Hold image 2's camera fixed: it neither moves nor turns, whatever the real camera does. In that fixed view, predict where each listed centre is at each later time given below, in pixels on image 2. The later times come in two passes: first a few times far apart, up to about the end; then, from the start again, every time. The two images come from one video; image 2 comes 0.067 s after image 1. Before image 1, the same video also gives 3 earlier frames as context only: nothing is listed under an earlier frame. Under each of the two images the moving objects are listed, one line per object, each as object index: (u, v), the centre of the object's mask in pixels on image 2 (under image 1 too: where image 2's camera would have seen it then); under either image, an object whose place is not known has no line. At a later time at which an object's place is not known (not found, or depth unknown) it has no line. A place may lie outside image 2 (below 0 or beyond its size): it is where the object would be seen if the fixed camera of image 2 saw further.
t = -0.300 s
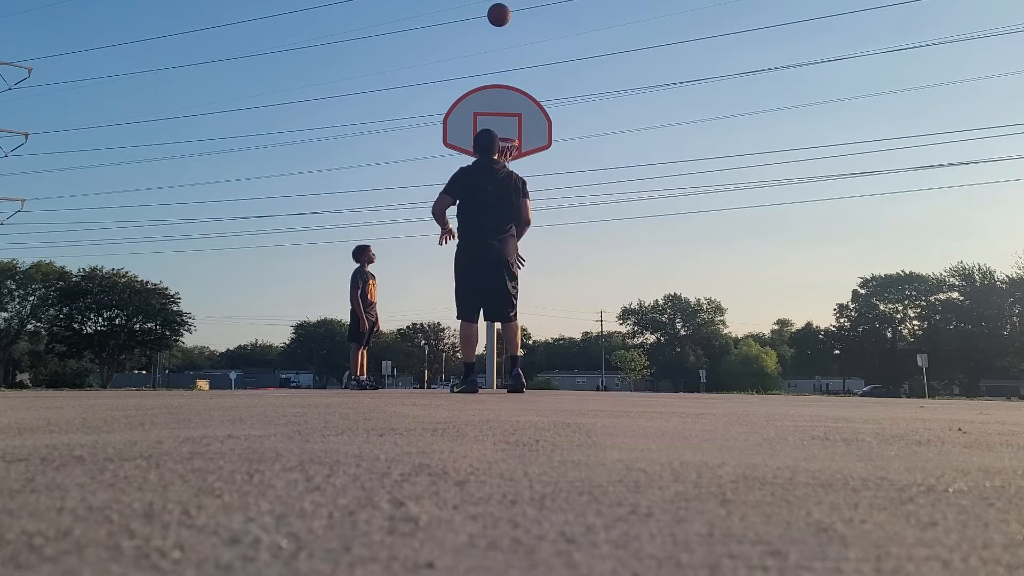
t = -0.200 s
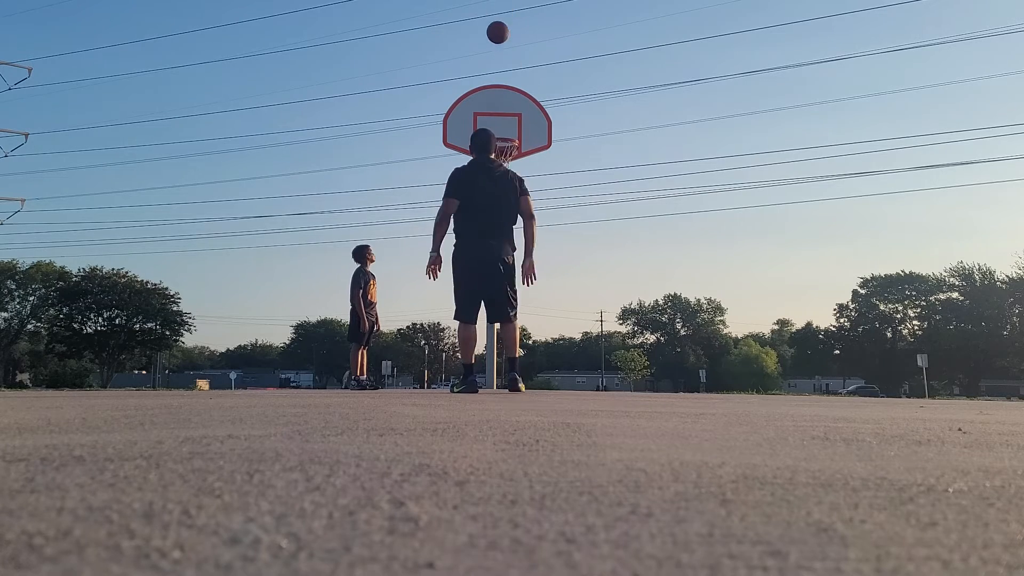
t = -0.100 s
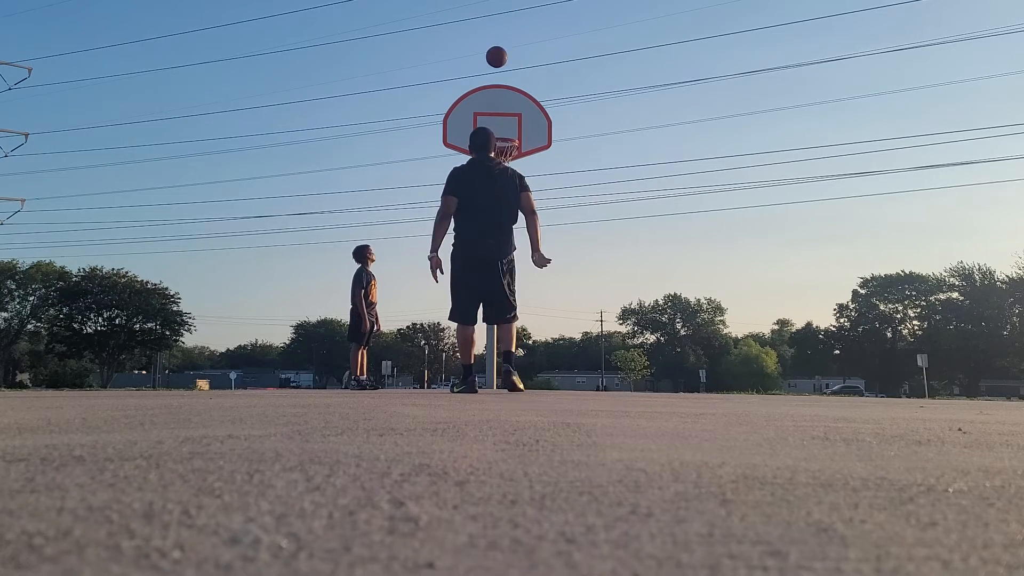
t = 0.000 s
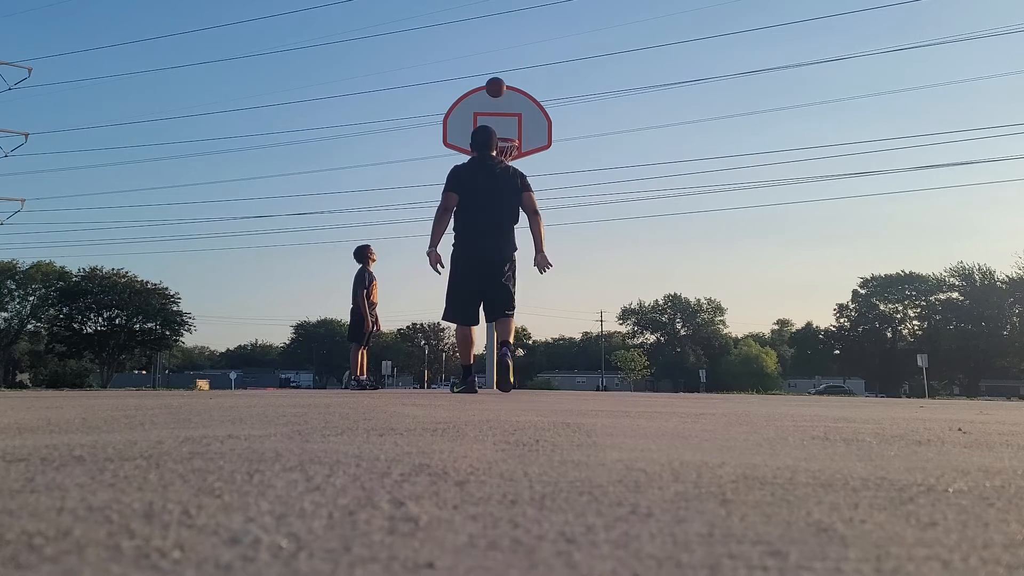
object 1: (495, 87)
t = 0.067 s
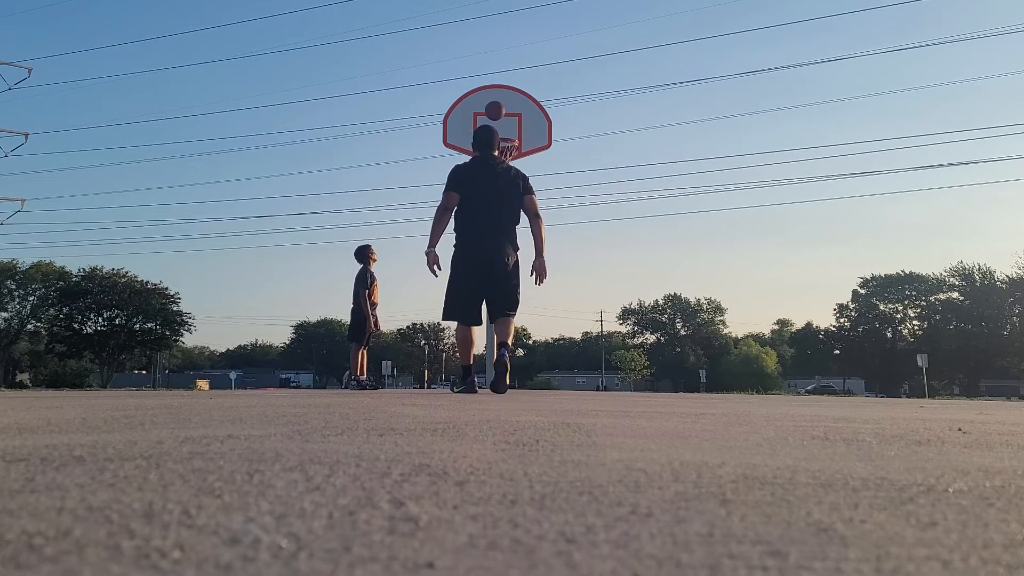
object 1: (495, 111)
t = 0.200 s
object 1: (501, 119)
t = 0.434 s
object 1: (528, 66)
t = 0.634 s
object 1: (555, 52)
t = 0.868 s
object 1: (588, 78)
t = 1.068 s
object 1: (619, 144)
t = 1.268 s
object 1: (653, 256)
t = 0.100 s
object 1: (495, 121)
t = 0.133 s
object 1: (500, 130)
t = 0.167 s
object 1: (501, 127)
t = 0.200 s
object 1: (501, 119)
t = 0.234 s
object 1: (504, 111)
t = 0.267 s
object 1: (508, 101)
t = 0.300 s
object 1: (512, 93)
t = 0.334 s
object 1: (516, 85)
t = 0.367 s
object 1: (520, 78)
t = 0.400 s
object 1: (524, 72)
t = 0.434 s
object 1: (528, 66)
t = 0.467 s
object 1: (532, 62)
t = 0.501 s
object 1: (537, 58)
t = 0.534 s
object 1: (541, 55)
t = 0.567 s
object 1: (546, 53)
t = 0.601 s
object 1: (550, 52)
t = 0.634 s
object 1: (555, 52)
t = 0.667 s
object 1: (559, 52)
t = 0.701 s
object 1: (564, 54)
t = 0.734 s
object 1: (569, 57)
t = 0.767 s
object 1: (573, 61)
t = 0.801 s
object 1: (578, 66)
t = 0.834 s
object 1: (583, 71)
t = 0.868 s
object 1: (588, 78)
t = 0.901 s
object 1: (593, 87)
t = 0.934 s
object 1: (598, 96)
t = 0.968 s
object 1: (603, 106)
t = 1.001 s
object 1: (608, 118)
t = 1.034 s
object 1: (614, 130)
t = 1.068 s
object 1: (619, 144)
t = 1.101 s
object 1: (624, 160)
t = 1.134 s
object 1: (630, 176)
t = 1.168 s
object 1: (635, 194)
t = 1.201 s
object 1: (641, 213)
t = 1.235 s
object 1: (647, 234)
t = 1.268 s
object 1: (653, 256)
